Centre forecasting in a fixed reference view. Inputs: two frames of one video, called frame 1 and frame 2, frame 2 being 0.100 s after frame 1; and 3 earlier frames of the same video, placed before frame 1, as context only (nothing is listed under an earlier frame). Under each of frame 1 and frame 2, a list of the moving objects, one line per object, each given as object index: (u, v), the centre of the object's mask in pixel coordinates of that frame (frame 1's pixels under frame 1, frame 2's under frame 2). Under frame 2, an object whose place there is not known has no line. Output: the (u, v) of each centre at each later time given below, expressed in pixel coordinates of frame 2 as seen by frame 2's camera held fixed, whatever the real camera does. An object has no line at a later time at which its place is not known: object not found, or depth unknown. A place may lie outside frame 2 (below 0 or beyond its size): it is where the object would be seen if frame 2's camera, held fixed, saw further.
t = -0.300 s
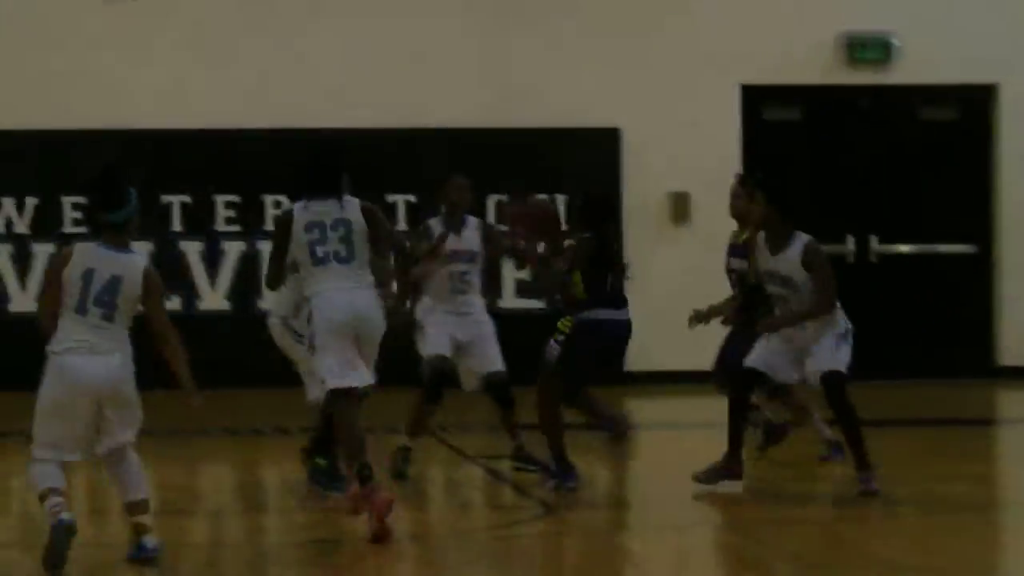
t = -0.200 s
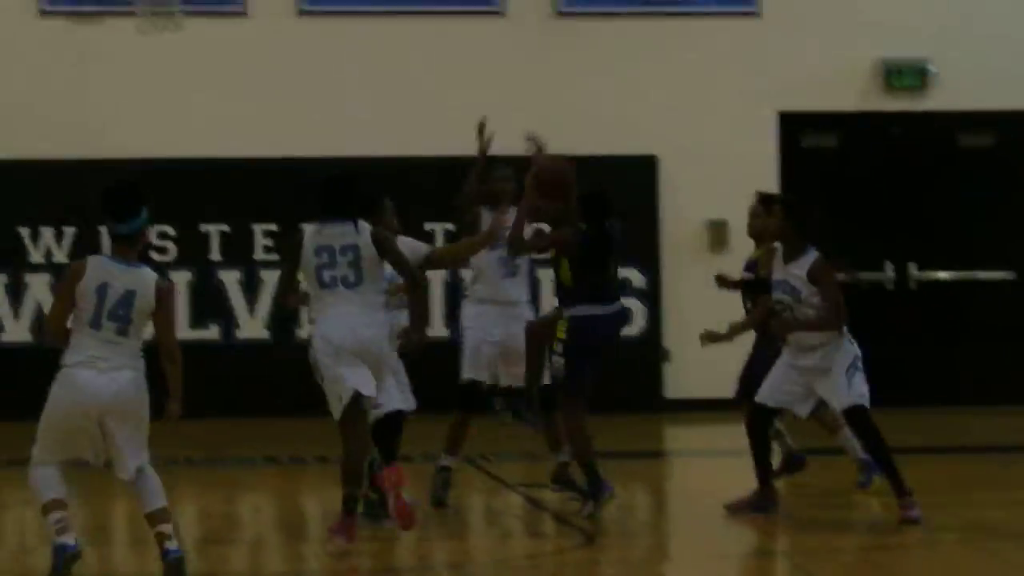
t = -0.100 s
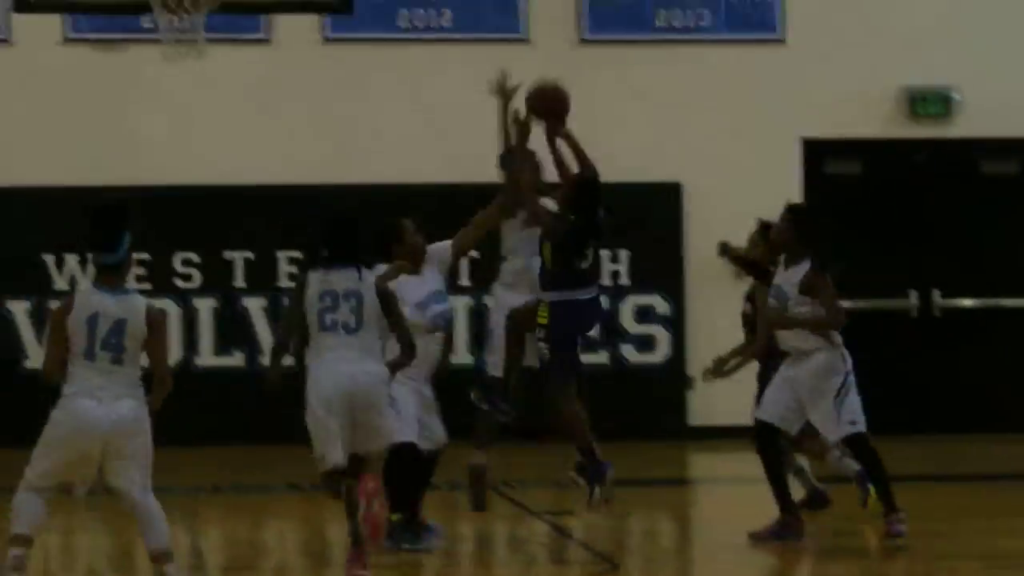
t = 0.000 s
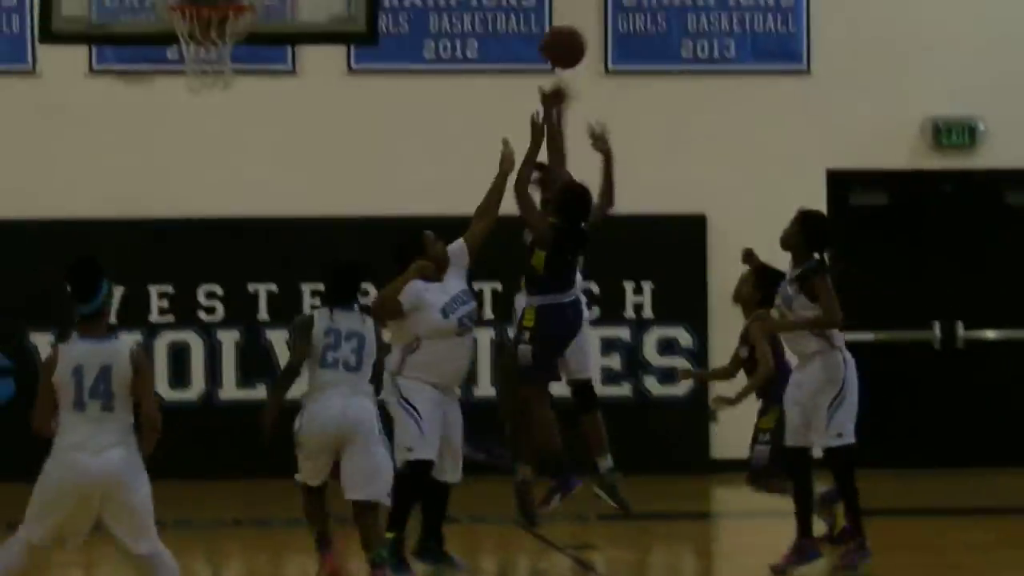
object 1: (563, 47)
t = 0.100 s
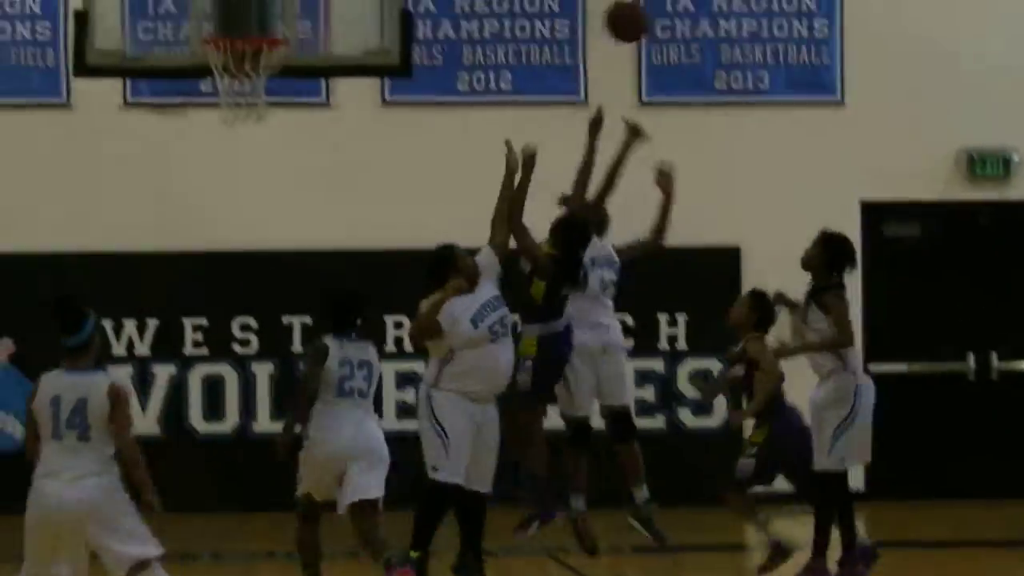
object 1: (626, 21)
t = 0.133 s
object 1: (635, 6)
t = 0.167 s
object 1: (645, -8)
